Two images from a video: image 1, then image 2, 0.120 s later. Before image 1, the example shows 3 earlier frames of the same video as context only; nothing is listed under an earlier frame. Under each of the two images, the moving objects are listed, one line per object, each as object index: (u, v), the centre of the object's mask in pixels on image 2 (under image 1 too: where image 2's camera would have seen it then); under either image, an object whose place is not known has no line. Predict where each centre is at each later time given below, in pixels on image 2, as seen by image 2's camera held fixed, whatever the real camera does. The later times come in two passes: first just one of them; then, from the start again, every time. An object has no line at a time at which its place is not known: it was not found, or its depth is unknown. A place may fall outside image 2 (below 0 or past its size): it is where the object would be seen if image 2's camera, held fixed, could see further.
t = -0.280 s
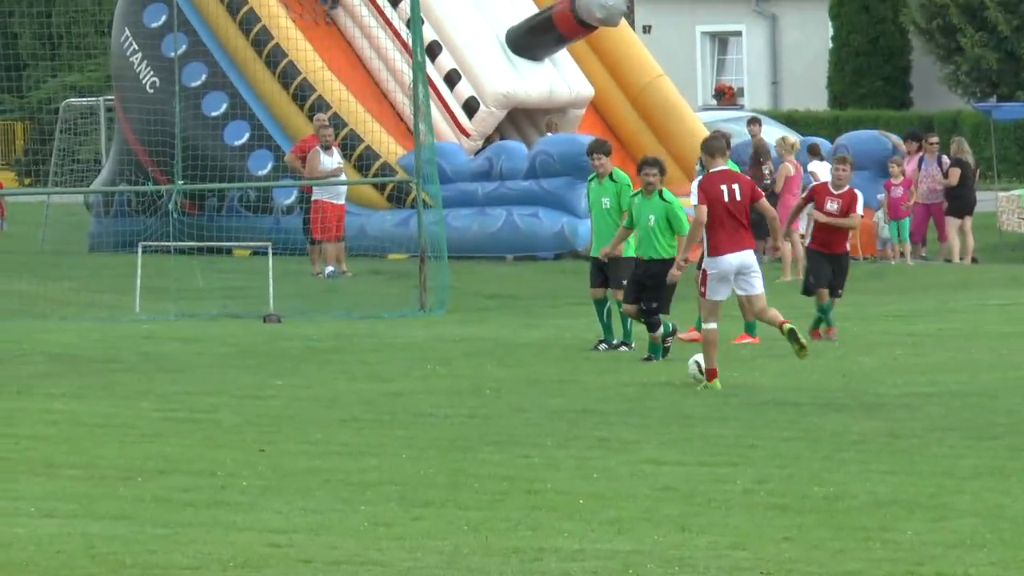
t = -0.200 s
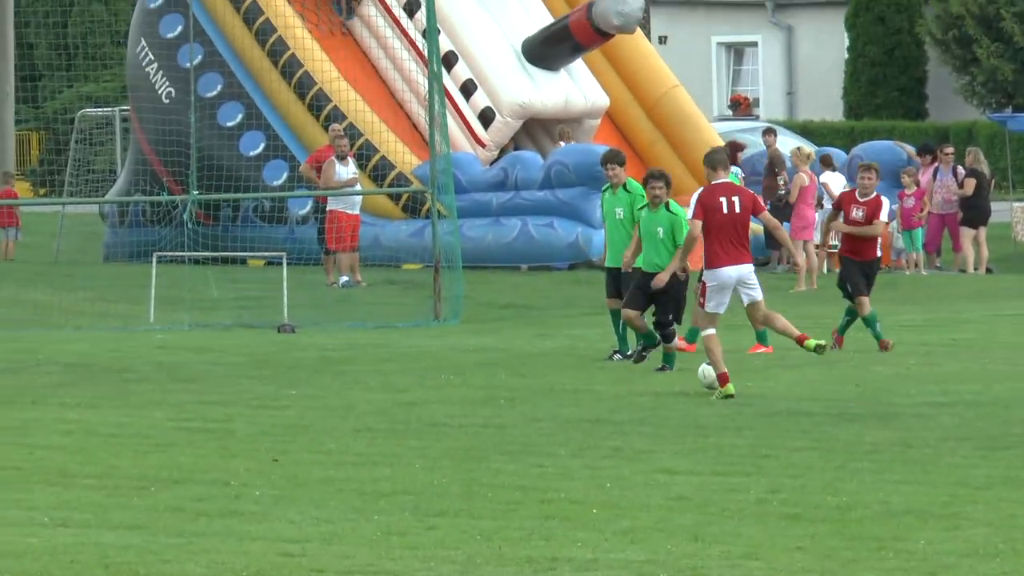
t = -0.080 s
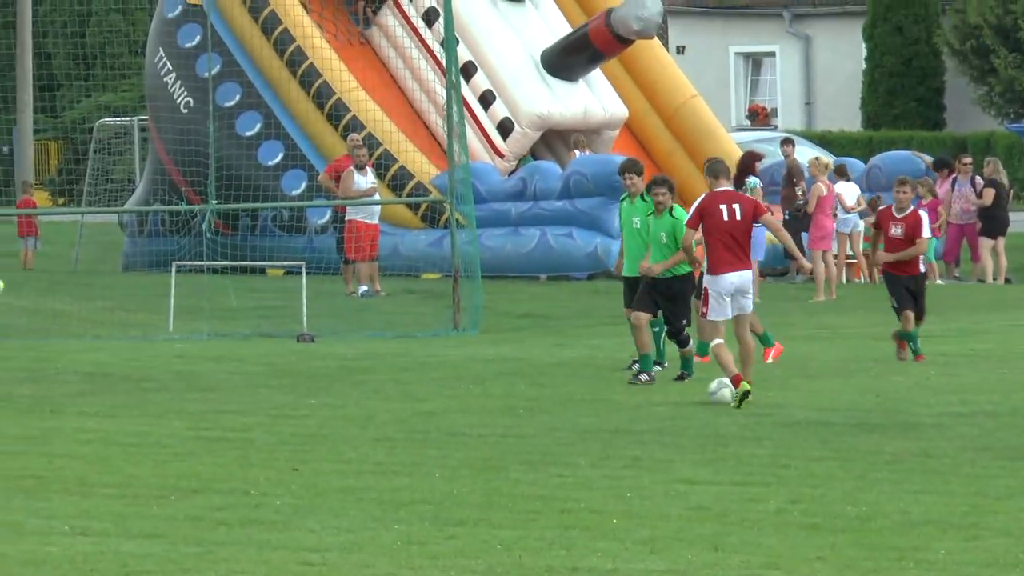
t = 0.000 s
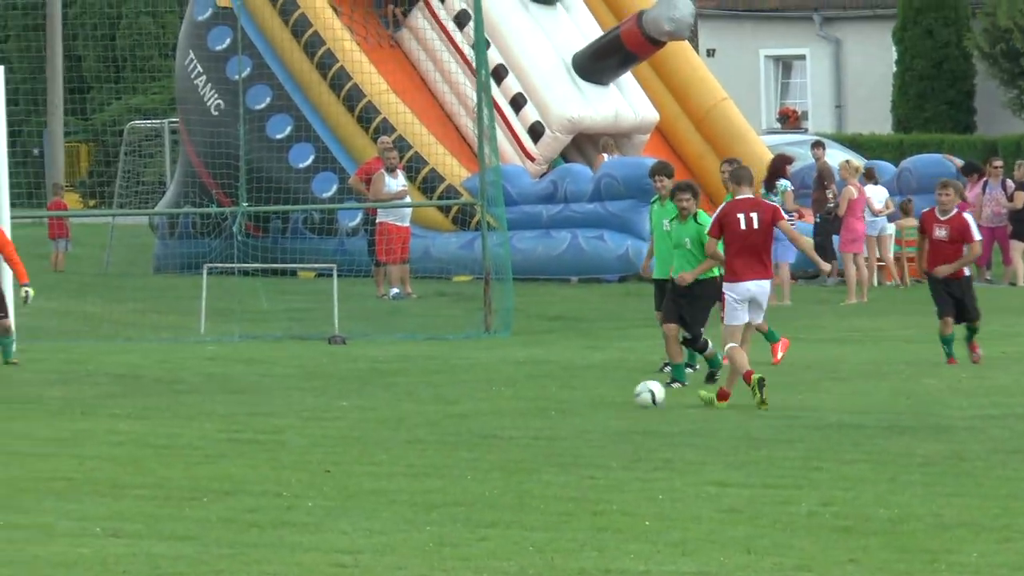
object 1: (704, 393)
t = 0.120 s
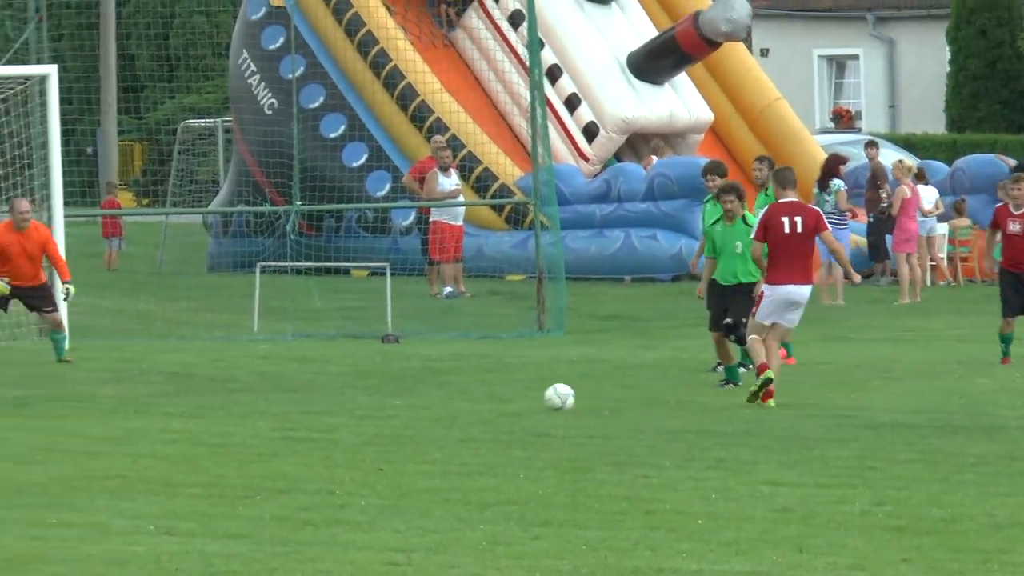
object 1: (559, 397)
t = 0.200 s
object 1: (481, 397)
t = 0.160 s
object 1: (520, 396)
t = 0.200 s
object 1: (481, 397)
